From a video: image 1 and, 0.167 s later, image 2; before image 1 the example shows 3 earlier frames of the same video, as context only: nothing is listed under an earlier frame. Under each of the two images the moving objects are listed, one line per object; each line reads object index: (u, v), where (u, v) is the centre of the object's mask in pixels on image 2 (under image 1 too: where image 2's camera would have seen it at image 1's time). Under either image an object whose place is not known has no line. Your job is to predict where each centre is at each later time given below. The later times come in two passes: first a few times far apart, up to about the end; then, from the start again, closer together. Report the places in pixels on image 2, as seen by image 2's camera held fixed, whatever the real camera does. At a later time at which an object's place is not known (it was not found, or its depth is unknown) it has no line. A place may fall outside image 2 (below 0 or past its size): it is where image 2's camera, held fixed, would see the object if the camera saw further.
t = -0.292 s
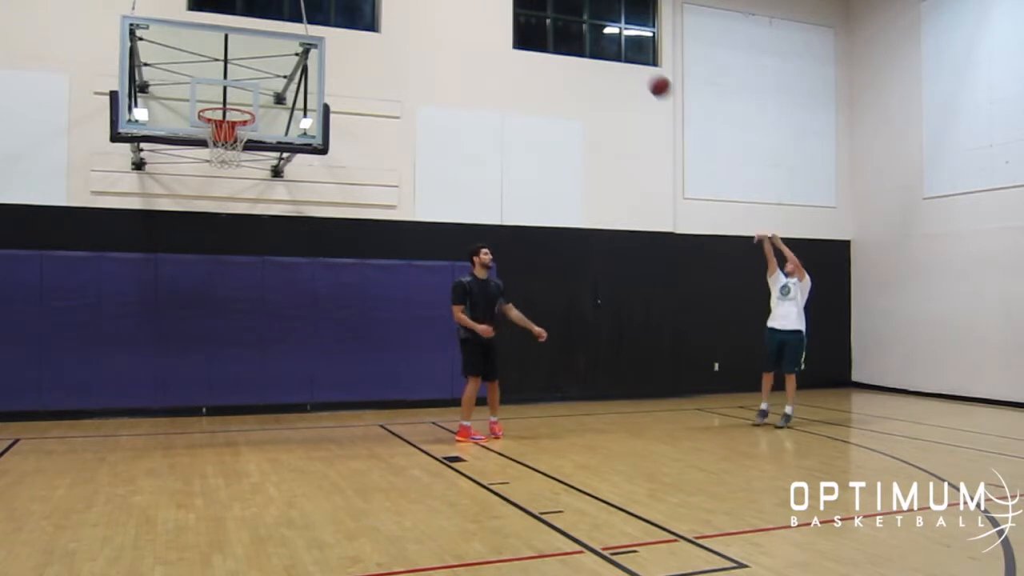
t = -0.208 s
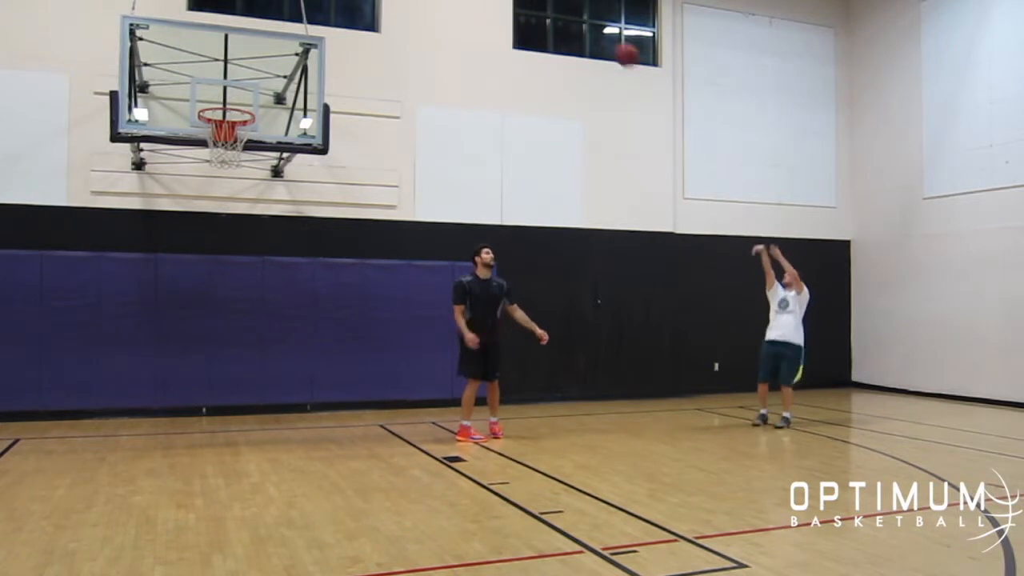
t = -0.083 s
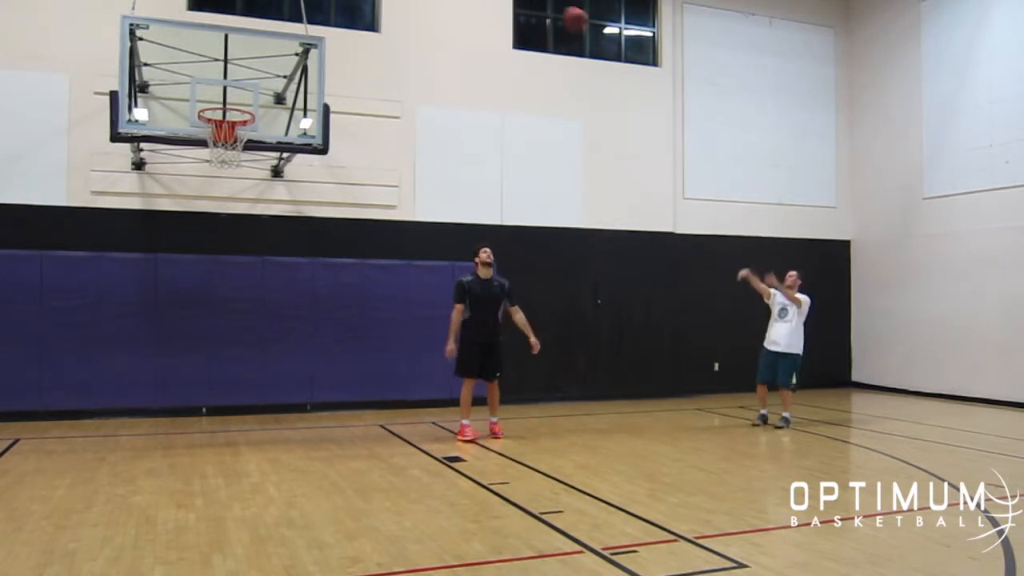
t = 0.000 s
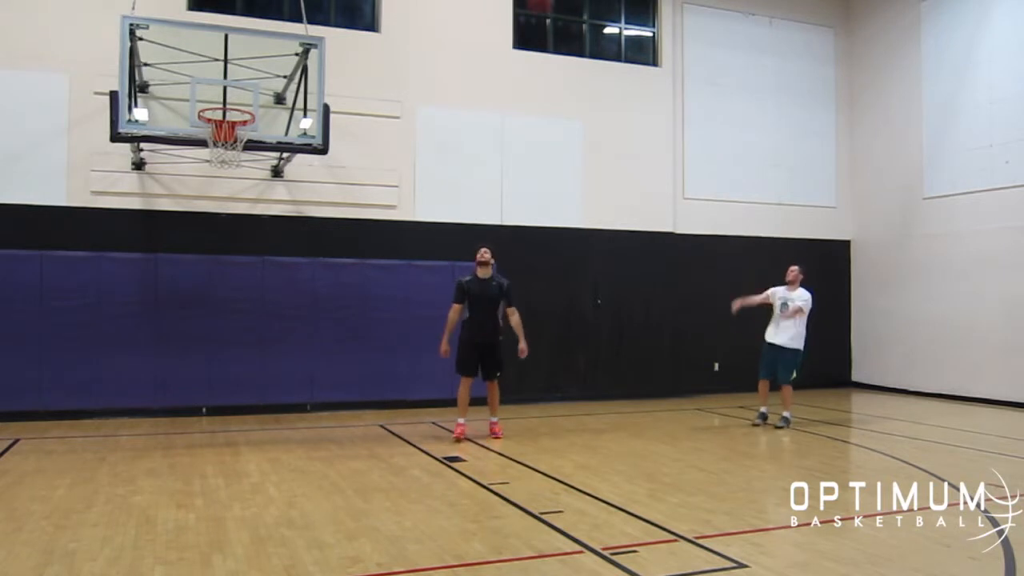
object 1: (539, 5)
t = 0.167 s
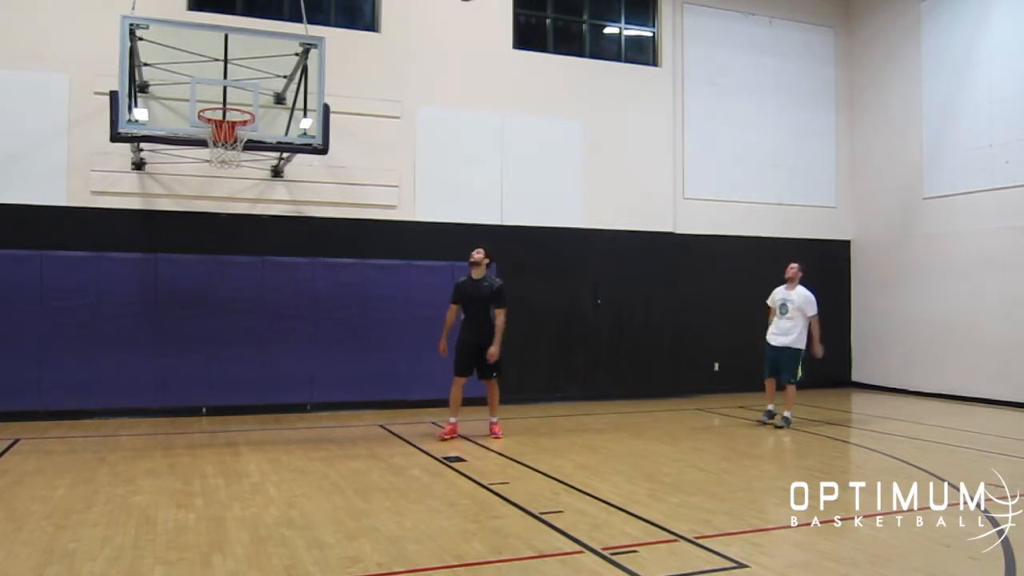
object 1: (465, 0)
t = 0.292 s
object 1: (408, 3)
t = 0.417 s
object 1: (348, 17)
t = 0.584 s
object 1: (264, 74)
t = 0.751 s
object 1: (216, 128)
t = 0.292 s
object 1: (408, 3)
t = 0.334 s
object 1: (387, 6)
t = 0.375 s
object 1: (367, 8)
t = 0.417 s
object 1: (348, 17)
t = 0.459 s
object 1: (327, 27)
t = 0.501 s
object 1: (307, 41)
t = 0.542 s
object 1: (285, 56)
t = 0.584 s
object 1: (264, 74)
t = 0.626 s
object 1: (242, 94)
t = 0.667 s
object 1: (218, 112)
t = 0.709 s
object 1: (216, 119)
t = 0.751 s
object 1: (216, 128)
